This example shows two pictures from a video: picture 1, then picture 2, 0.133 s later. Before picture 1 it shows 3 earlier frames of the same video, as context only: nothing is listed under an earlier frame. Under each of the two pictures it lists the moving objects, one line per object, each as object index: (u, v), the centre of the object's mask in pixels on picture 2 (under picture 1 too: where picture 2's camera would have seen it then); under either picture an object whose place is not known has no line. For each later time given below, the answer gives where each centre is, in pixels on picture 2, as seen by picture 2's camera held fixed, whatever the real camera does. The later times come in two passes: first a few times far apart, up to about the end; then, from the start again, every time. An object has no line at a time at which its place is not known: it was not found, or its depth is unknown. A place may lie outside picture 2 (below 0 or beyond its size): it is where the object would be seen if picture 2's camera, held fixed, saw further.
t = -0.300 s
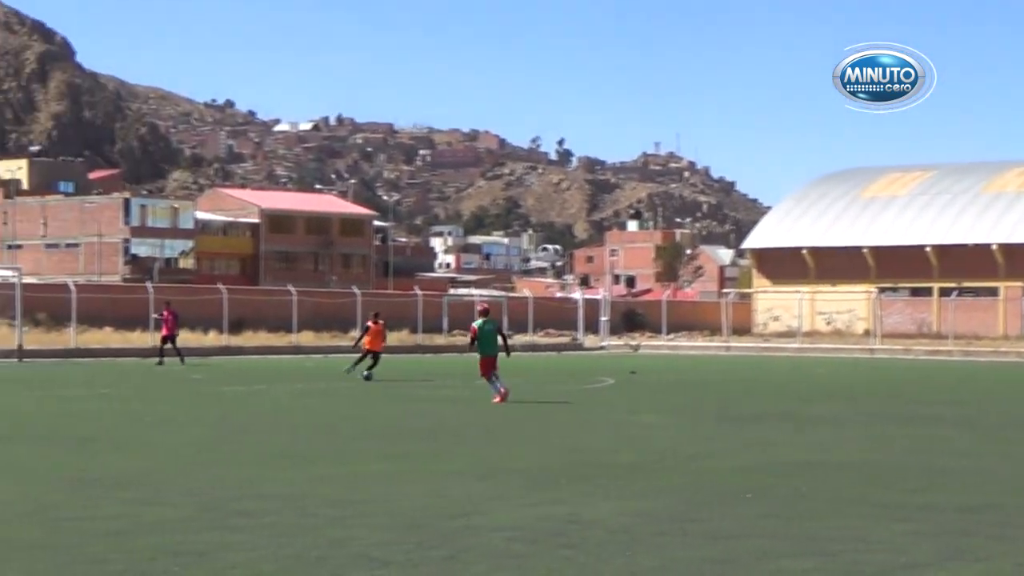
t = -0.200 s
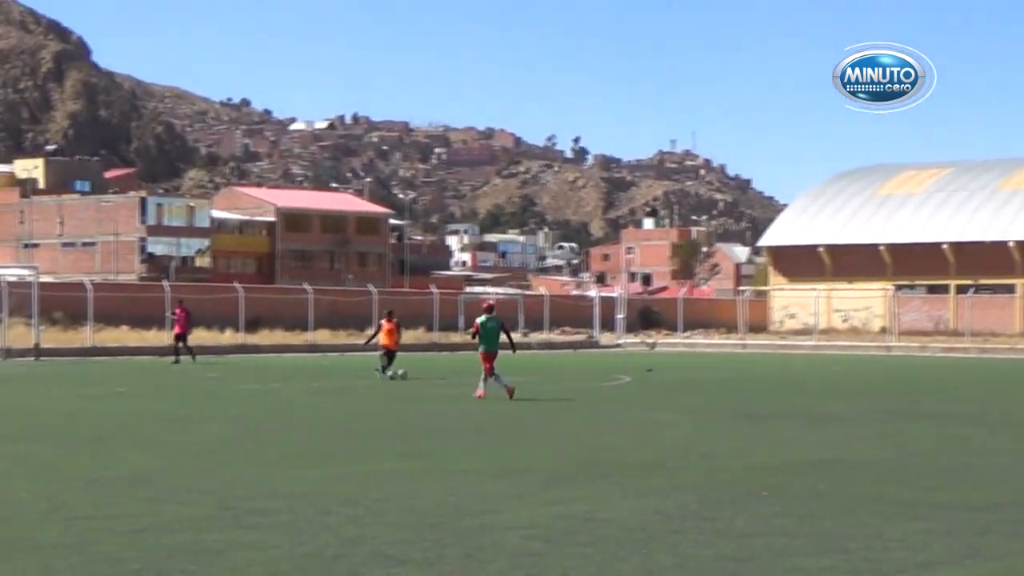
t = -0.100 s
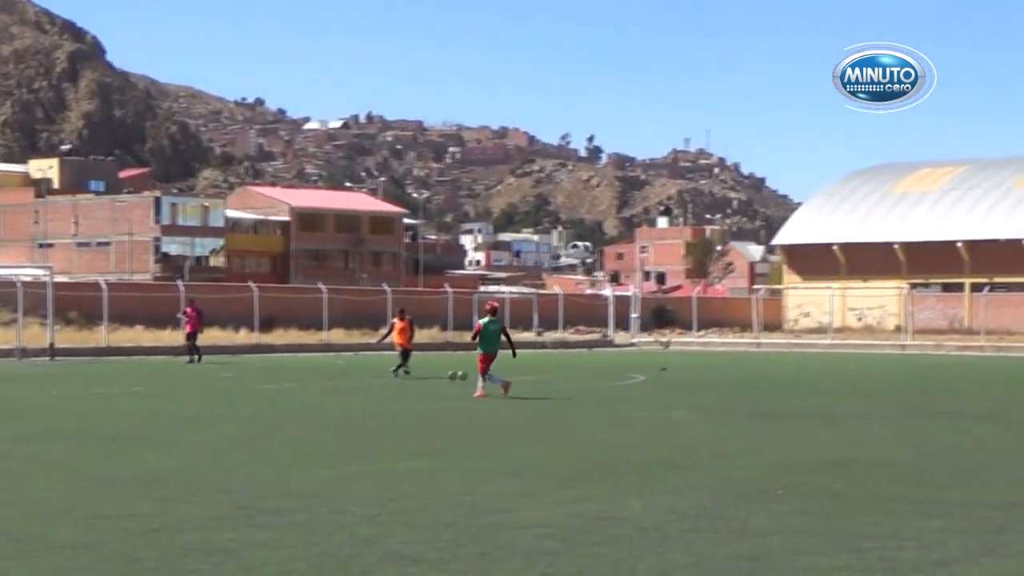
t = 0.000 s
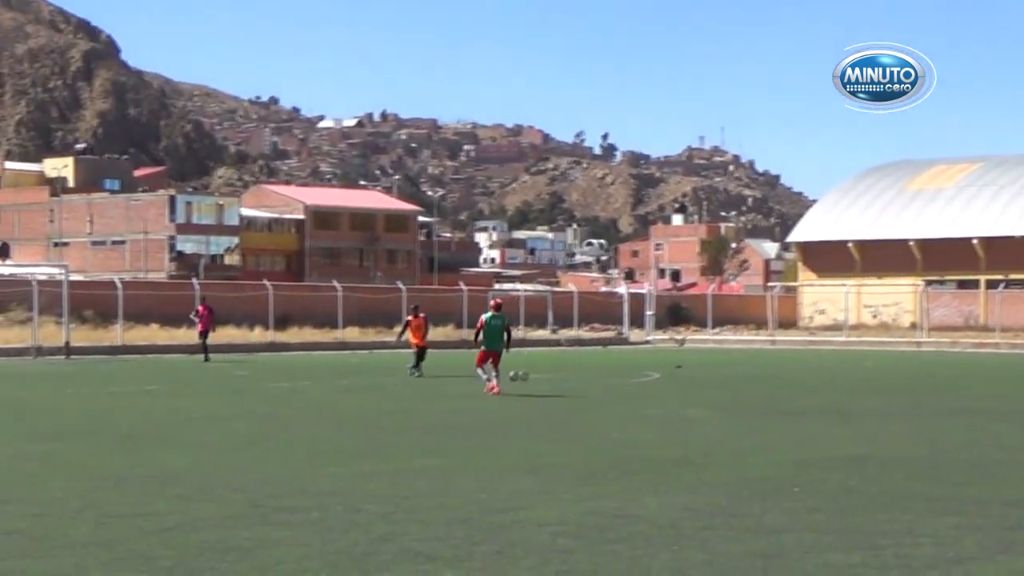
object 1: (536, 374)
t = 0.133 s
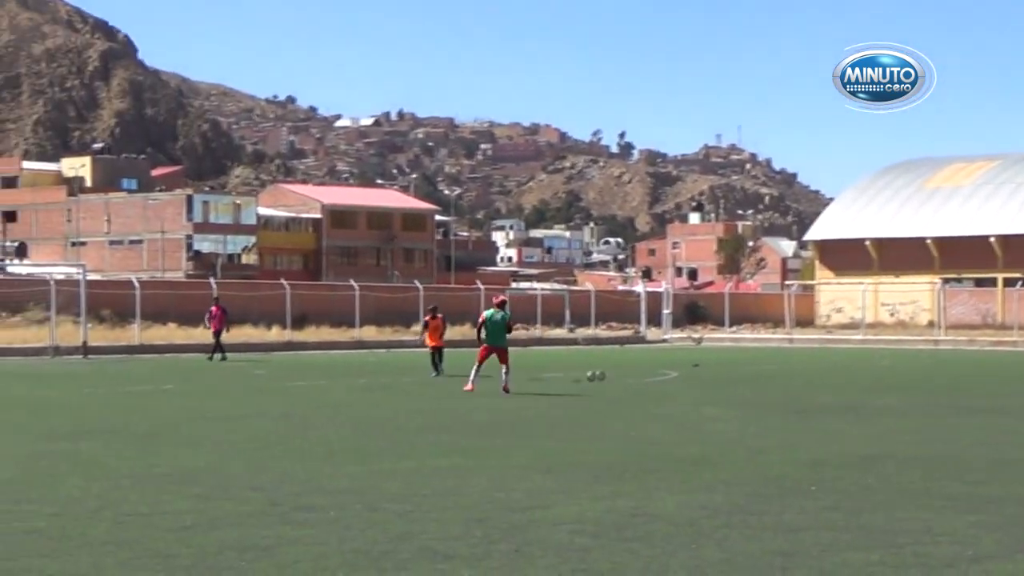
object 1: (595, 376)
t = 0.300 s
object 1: (670, 378)
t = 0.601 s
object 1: (795, 382)
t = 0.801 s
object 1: (876, 387)
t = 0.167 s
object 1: (610, 376)
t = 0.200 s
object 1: (625, 376)
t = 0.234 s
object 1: (640, 377)
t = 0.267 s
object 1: (656, 379)
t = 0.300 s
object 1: (670, 378)
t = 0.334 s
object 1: (684, 378)
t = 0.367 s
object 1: (698, 377)
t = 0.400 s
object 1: (712, 377)
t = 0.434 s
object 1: (726, 378)
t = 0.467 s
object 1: (740, 379)
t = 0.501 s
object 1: (754, 380)
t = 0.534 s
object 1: (769, 384)
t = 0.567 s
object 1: (782, 383)
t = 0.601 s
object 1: (795, 382)
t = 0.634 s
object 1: (808, 381)
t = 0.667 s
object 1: (822, 381)
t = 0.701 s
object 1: (835, 382)
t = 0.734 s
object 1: (849, 383)
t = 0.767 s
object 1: (862, 385)
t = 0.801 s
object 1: (876, 387)
